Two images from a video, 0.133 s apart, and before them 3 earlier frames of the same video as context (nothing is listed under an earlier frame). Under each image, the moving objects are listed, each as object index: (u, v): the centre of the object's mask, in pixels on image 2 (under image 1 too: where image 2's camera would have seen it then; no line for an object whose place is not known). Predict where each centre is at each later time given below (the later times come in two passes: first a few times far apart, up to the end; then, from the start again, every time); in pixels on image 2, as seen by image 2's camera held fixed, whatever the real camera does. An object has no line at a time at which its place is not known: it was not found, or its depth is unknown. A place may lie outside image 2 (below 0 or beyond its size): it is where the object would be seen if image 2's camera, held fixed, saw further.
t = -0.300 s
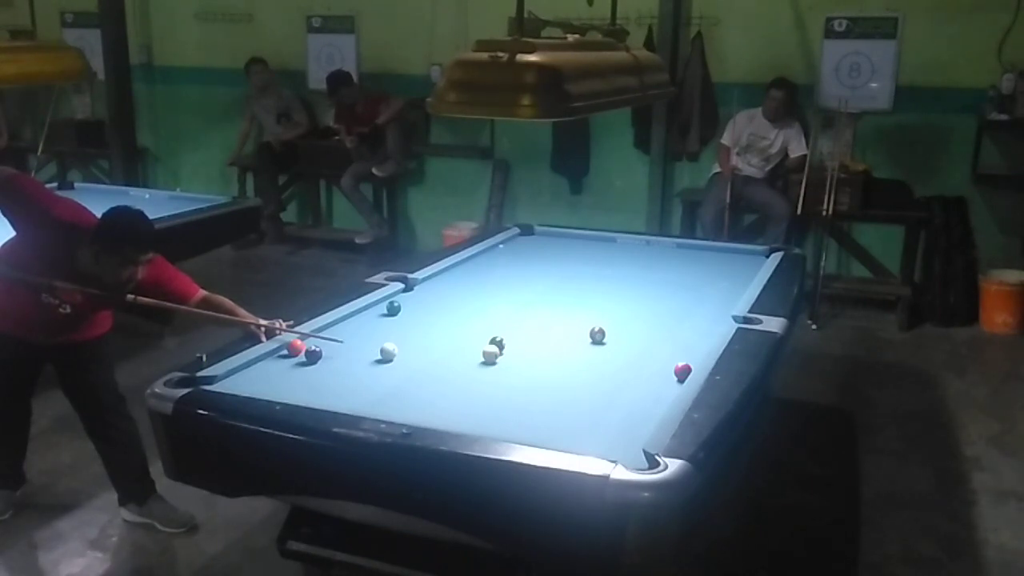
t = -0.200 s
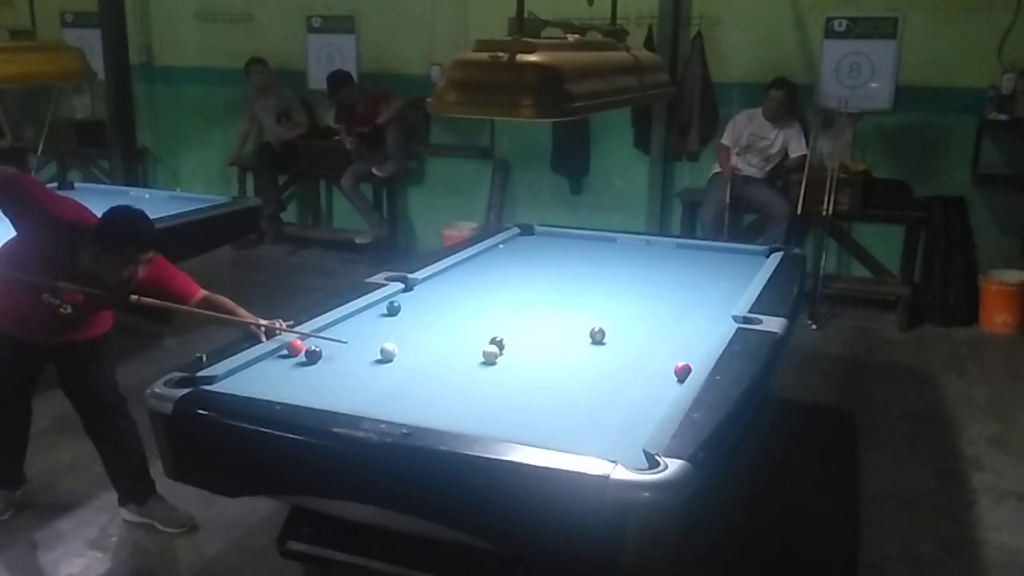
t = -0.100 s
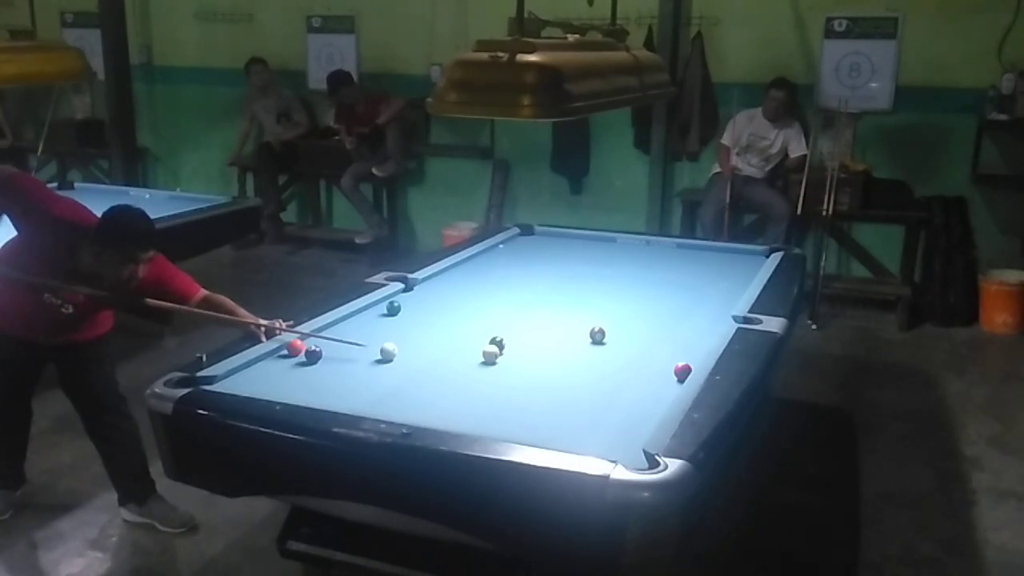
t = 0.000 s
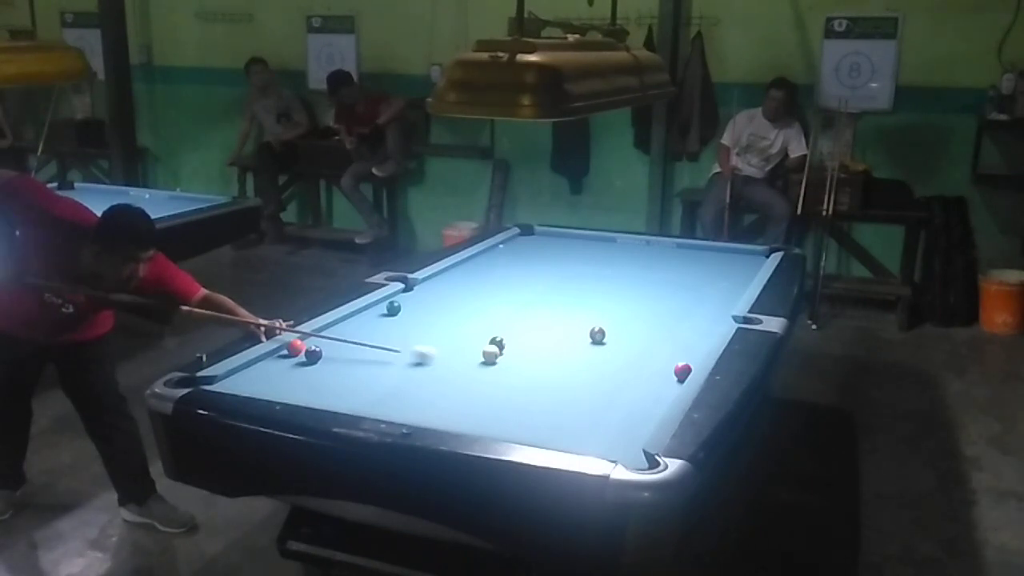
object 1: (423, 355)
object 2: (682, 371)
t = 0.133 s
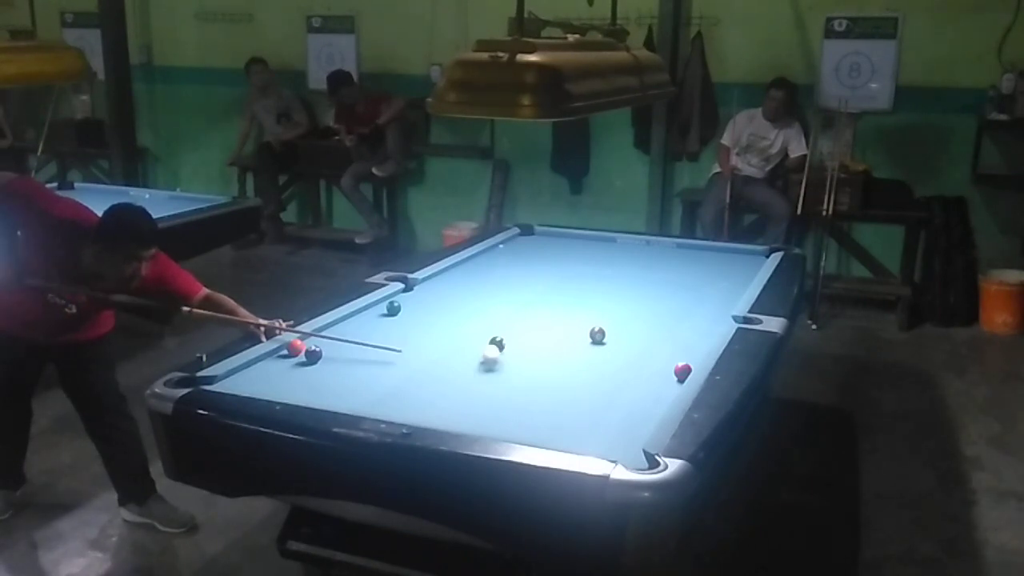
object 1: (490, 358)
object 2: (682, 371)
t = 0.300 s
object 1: (577, 369)
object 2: (682, 371)
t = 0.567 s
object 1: (662, 378)
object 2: (683, 368)
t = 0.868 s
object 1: (587, 377)
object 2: (675, 356)
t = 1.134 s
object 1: (523, 377)
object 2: (669, 347)
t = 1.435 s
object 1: (455, 374)
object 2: (662, 339)
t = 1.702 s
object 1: (395, 373)
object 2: (656, 332)
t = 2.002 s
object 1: (331, 372)
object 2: (651, 326)
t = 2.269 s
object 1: (276, 371)
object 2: (647, 321)
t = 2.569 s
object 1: (248, 374)
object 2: (644, 316)
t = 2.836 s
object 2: (641, 313)
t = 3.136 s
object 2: (639, 310)
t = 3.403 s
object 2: (637, 308)
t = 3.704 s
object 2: (636, 306)
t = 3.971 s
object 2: (636, 304)
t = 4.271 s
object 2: (636, 303)
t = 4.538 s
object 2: (635, 303)
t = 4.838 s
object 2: (636, 303)
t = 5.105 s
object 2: (636, 303)
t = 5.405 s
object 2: (636, 303)
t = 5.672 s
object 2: (636, 303)
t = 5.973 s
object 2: (636, 303)
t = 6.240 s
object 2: (636, 302)
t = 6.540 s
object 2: (636, 302)
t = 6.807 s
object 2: (636, 302)
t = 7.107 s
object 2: (636, 302)
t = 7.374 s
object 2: (636, 303)
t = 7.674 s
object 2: (636, 303)
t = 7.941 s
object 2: (635, 303)
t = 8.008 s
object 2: (635, 303)
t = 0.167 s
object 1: (508, 362)
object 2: (682, 371)
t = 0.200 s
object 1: (526, 364)
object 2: (682, 371)
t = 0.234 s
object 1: (542, 366)
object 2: (682, 371)
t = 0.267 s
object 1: (560, 368)
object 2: (682, 371)
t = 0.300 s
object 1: (577, 369)
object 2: (682, 371)
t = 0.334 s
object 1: (596, 370)
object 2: (682, 371)
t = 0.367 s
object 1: (613, 372)
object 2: (682, 371)
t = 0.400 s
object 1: (631, 373)
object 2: (682, 371)
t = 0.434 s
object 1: (648, 374)
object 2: (682, 371)
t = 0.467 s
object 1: (666, 376)
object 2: (683, 371)
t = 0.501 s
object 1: (678, 377)
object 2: (686, 366)
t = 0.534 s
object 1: (670, 379)
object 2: (684, 368)
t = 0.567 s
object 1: (662, 378)
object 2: (683, 368)
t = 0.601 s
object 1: (653, 378)
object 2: (682, 366)
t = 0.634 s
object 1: (644, 378)
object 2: (681, 365)
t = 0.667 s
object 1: (636, 378)
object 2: (680, 363)
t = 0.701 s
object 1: (628, 377)
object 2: (679, 362)
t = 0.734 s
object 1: (620, 378)
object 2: (679, 361)
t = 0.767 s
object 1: (611, 377)
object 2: (678, 360)
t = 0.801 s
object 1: (603, 377)
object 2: (677, 358)
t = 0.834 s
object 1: (595, 378)
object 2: (676, 357)
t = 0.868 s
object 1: (587, 377)
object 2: (675, 356)
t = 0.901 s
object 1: (579, 377)
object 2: (674, 355)
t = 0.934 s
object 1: (571, 377)
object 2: (673, 354)
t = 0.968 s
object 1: (563, 377)
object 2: (673, 352)
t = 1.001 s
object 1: (555, 377)
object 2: (672, 351)
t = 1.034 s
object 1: (547, 376)
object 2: (671, 350)
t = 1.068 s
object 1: (539, 376)
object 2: (670, 349)
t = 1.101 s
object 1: (531, 377)
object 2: (669, 348)
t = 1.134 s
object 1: (523, 377)
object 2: (669, 347)
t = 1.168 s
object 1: (515, 376)
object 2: (668, 346)
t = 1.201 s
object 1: (508, 376)
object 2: (667, 345)
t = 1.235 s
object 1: (500, 375)
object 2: (666, 344)
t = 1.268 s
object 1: (493, 375)
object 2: (665, 343)
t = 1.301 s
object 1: (485, 375)
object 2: (665, 342)
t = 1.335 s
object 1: (477, 375)
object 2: (664, 342)
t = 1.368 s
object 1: (470, 375)
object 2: (663, 341)
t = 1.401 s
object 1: (462, 375)
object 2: (662, 340)
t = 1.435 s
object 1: (455, 374)
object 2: (662, 339)
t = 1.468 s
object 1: (447, 374)
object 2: (661, 338)
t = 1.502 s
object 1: (440, 374)
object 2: (660, 337)
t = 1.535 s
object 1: (432, 374)
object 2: (660, 336)
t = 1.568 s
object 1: (424, 374)
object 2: (659, 336)
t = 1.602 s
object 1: (417, 374)
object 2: (658, 335)
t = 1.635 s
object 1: (410, 373)
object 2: (658, 334)
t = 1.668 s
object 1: (403, 373)
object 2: (657, 333)
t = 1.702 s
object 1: (395, 373)
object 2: (656, 332)
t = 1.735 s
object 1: (388, 373)
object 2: (656, 331)
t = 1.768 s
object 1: (381, 373)
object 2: (655, 331)
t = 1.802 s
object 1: (374, 373)
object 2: (655, 330)
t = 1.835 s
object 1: (367, 372)
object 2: (654, 330)
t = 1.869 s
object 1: (360, 373)
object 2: (653, 329)
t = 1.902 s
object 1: (353, 372)
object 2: (653, 328)
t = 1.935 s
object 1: (345, 372)
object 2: (652, 327)
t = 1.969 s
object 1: (338, 372)
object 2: (652, 327)
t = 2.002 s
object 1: (331, 372)
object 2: (651, 326)
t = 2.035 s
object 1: (324, 372)
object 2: (651, 326)
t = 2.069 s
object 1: (317, 372)
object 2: (650, 325)
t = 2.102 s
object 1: (310, 372)
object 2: (649, 324)
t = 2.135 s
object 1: (304, 371)
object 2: (649, 323)
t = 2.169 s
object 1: (296, 372)
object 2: (649, 323)
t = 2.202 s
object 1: (290, 372)
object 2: (648, 323)
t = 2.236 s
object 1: (283, 371)
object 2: (648, 322)
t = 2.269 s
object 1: (276, 371)
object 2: (647, 321)
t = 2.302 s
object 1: (269, 372)
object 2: (647, 321)
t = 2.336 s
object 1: (262, 372)
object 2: (646, 320)
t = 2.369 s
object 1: (256, 371)
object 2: (646, 320)
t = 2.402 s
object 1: (249, 371)
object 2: (645, 319)
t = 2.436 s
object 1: (243, 371)
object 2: (645, 318)
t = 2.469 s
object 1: (242, 372)
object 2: (645, 318)
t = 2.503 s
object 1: (244, 373)
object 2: (644, 317)
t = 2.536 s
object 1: (246, 373)
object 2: (644, 316)
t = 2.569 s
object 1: (248, 374)
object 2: (644, 316)
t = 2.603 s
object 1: (250, 375)
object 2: (643, 315)
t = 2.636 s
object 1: (252, 376)
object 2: (643, 315)
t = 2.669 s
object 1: (254, 377)
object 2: (643, 315)
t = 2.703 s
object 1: (256, 378)
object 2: (642, 315)
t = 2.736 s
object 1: (257, 379)
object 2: (642, 314)
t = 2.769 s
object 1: (259, 379)
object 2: (642, 314)
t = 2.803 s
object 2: (641, 314)
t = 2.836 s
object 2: (641, 313)
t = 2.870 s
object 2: (641, 313)
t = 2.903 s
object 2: (640, 313)
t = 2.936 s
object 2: (640, 312)
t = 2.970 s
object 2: (640, 312)
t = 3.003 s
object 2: (640, 311)
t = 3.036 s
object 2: (639, 311)
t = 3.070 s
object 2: (639, 311)
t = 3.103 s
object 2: (639, 310)
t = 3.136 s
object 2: (639, 310)
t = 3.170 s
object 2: (638, 309)
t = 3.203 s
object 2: (638, 309)
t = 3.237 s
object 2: (638, 309)
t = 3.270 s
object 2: (638, 308)
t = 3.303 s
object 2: (638, 308)
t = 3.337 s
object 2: (638, 308)
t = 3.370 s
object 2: (637, 308)
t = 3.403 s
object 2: (637, 308)
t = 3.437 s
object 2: (637, 307)
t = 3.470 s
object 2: (637, 307)
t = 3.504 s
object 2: (637, 307)
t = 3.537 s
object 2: (637, 306)
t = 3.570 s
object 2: (637, 306)
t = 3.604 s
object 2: (637, 306)
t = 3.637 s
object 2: (637, 306)
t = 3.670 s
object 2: (637, 306)
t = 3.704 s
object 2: (636, 306)
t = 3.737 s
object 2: (636, 306)
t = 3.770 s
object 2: (636, 305)
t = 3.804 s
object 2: (636, 305)
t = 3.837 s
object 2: (636, 305)
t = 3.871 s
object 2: (636, 305)
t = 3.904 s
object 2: (636, 304)
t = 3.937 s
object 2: (636, 304)
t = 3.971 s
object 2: (636, 304)
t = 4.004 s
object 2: (636, 304)
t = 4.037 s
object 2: (636, 304)
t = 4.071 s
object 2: (636, 304)
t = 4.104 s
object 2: (636, 303)
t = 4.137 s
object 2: (636, 303)
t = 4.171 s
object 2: (636, 303)
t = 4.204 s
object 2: (636, 303)
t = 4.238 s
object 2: (636, 303)
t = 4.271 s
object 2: (636, 303)
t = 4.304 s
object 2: (636, 303)
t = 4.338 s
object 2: (636, 303)
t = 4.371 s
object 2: (635, 303)
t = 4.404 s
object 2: (635, 303)
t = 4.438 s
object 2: (635, 303)
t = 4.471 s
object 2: (635, 303)
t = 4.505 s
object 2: (635, 303)
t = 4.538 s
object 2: (635, 303)
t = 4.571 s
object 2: (635, 303)
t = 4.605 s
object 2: (635, 303)
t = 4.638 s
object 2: (635, 303)
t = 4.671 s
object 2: (635, 303)
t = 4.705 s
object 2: (636, 303)
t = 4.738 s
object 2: (635, 303)
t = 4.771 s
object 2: (636, 303)
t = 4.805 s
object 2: (636, 303)
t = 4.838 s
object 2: (636, 303)
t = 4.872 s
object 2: (636, 303)
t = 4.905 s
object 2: (636, 303)
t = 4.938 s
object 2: (635, 303)
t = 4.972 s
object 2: (636, 303)
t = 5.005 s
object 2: (636, 303)
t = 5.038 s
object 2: (635, 303)
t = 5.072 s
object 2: (636, 303)
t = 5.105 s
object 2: (636, 303)
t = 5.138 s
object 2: (636, 303)
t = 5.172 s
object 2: (636, 303)
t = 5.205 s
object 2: (636, 303)
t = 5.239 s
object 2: (636, 303)
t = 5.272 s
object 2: (636, 303)
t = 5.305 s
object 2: (636, 303)
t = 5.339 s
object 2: (636, 303)
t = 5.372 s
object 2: (636, 303)
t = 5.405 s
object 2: (636, 303)
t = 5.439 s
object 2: (636, 303)
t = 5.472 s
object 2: (636, 303)
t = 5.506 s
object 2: (636, 303)
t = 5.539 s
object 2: (636, 303)
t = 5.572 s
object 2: (636, 303)
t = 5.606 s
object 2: (636, 303)
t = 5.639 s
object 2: (636, 303)
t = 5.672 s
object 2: (636, 303)
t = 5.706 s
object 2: (636, 303)
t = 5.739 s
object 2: (636, 303)
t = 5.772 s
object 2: (636, 302)
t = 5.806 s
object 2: (636, 303)
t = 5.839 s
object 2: (636, 303)
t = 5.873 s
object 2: (636, 303)
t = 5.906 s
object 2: (636, 303)
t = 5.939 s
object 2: (636, 303)
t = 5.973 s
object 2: (636, 303)
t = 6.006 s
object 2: (636, 303)
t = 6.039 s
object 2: (636, 303)
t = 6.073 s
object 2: (636, 303)
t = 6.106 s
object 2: (636, 302)
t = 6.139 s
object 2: (636, 303)
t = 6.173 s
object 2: (636, 303)
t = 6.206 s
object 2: (636, 303)
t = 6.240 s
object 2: (636, 302)
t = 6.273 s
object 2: (636, 302)
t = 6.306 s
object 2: (636, 302)
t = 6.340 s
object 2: (636, 302)
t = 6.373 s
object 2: (636, 302)
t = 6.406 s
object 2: (636, 302)
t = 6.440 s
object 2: (636, 302)
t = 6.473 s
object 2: (636, 302)
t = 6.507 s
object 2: (636, 302)
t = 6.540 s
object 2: (636, 302)
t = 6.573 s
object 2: (636, 302)
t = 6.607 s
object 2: (636, 302)
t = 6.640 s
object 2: (636, 302)
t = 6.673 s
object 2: (636, 302)
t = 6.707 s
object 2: (636, 303)
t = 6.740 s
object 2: (636, 302)
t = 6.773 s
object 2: (636, 302)
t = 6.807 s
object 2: (636, 302)
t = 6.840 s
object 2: (636, 302)
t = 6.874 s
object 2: (636, 303)
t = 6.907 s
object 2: (636, 302)
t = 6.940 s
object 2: (636, 302)
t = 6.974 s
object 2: (636, 302)
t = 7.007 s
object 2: (636, 302)
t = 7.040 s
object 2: (636, 302)
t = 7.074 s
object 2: (636, 302)
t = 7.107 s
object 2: (636, 302)
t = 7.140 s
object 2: (636, 302)
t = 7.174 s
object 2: (636, 303)
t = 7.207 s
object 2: (636, 303)
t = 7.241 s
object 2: (636, 303)
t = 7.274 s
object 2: (635, 303)
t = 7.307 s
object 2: (636, 303)
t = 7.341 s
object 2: (636, 303)
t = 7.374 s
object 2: (636, 303)
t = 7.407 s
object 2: (636, 303)
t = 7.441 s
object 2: (636, 303)
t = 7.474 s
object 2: (636, 303)
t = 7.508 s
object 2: (636, 303)
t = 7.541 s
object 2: (636, 303)
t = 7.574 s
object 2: (636, 303)
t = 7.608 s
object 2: (636, 303)
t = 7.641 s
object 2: (636, 303)
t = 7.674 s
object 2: (636, 303)
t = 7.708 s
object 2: (636, 303)
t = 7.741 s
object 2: (636, 303)
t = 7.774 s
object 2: (636, 303)
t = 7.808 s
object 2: (636, 303)
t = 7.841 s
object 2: (636, 303)
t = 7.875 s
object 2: (636, 303)
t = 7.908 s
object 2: (636, 303)
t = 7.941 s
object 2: (635, 303)
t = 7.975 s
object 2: (636, 303)
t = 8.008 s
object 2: (635, 303)
